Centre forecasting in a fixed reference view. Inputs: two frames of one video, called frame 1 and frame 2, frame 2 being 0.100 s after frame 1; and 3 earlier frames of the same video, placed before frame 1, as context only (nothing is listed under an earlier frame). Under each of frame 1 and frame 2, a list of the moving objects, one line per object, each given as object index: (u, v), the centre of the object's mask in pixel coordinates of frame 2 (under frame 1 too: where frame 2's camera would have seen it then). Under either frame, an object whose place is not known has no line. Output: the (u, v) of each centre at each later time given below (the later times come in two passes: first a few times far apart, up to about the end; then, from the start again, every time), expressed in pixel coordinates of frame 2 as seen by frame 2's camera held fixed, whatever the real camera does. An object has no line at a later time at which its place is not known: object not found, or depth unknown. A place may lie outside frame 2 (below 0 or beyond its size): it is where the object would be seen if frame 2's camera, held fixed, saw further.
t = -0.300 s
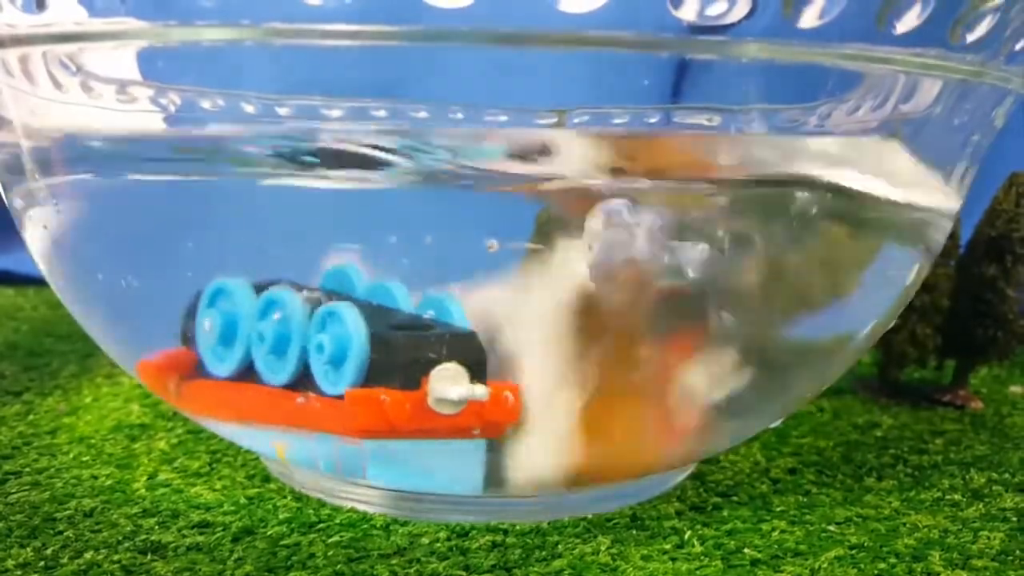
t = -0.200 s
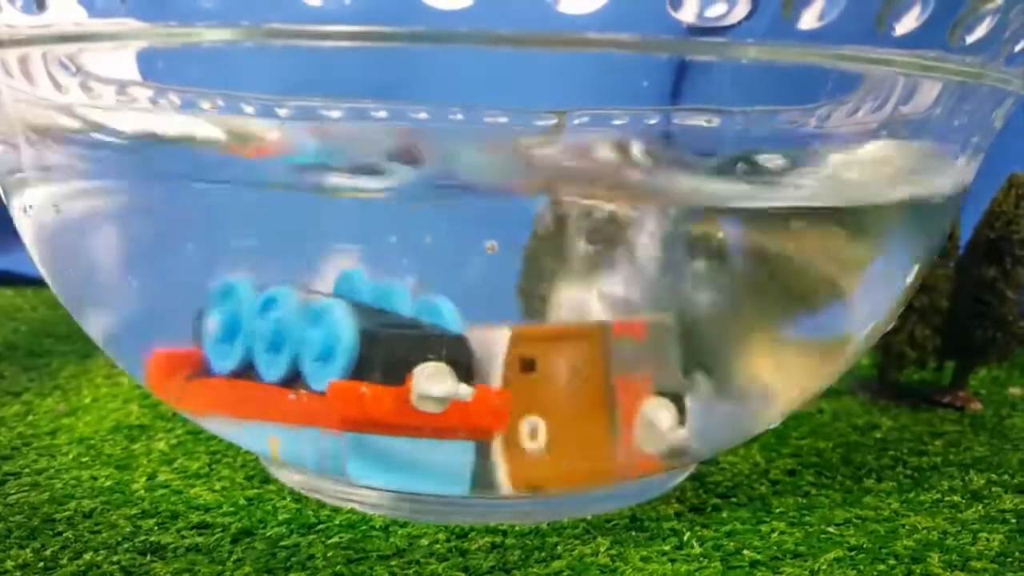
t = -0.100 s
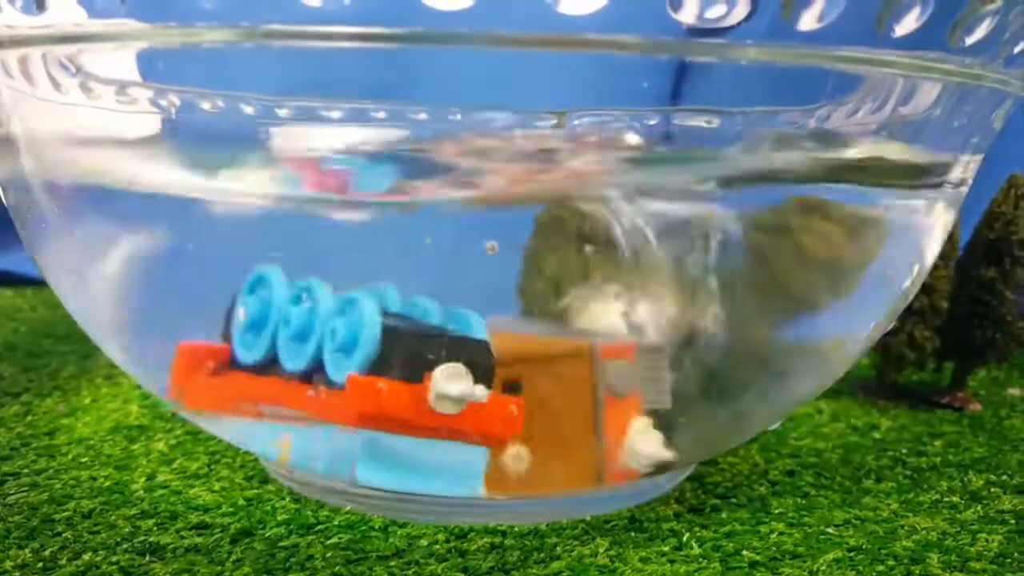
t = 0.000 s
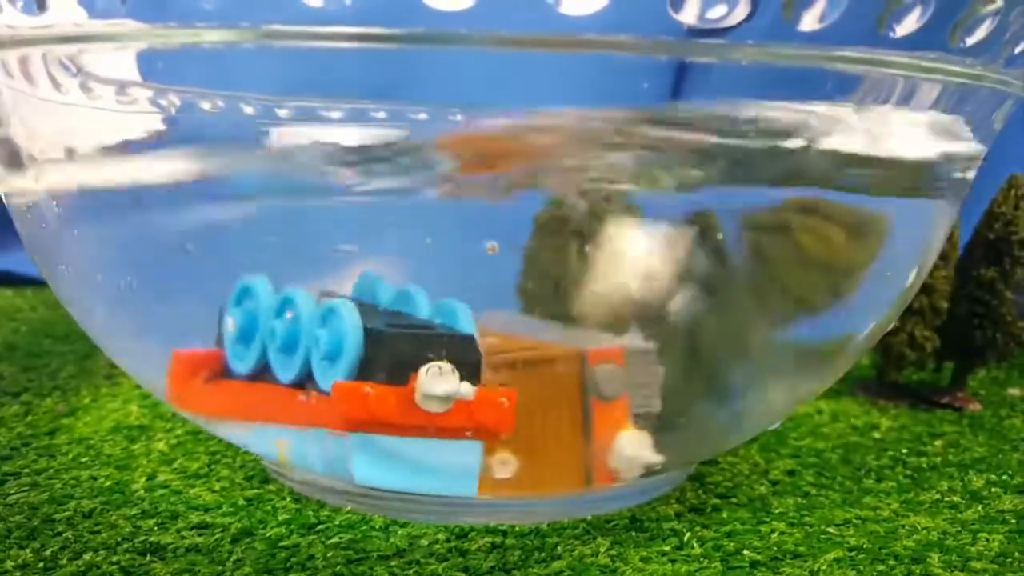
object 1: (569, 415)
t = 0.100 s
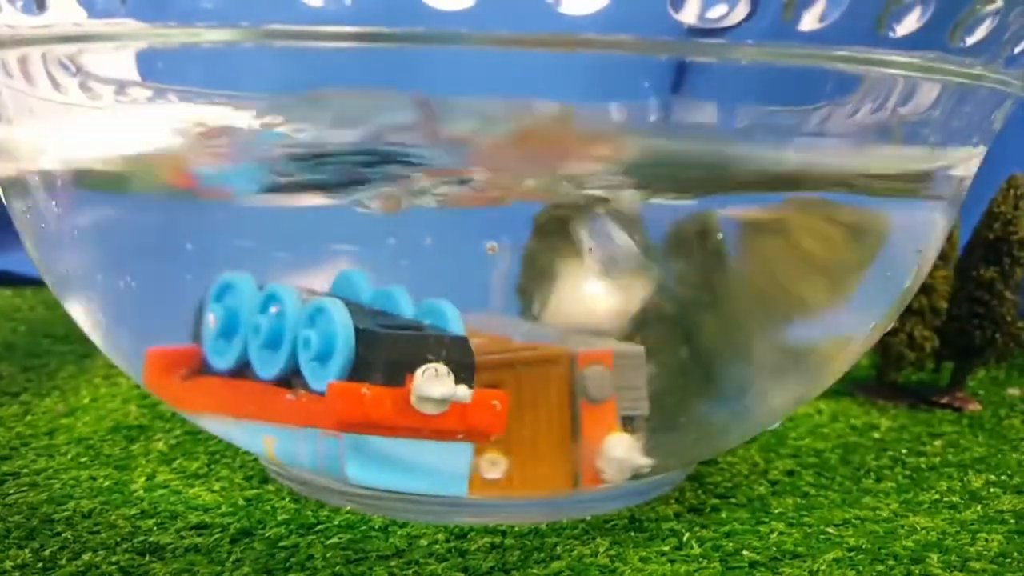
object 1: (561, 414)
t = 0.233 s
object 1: (563, 418)
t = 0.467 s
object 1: (589, 417)
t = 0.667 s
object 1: (580, 422)
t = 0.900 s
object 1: (605, 420)
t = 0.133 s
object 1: (559, 414)
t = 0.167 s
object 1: (558, 418)
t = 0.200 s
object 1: (560, 418)
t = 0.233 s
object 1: (563, 418)
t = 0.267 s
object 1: (568, 417)
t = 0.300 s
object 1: (572, 417)
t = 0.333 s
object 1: (577, 418)
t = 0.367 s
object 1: (581, 418)
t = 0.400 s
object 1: (586, 418)
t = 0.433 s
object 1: (589, 417)
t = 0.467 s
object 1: (589, 417)
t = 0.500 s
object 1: (591, 417)
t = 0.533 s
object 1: (590, 419)
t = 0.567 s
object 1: (588, 419)
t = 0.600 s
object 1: (586, 419)
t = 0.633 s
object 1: (582, 421)
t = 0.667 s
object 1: (580, 422)
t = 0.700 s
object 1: (578, 420)
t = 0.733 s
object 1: (582, 421)
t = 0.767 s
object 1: (586, 420)
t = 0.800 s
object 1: (591, 420)
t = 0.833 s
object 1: (596, 420)
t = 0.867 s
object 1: (601, 420)
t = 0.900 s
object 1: (605, 420)
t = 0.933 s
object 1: (606, 419)
